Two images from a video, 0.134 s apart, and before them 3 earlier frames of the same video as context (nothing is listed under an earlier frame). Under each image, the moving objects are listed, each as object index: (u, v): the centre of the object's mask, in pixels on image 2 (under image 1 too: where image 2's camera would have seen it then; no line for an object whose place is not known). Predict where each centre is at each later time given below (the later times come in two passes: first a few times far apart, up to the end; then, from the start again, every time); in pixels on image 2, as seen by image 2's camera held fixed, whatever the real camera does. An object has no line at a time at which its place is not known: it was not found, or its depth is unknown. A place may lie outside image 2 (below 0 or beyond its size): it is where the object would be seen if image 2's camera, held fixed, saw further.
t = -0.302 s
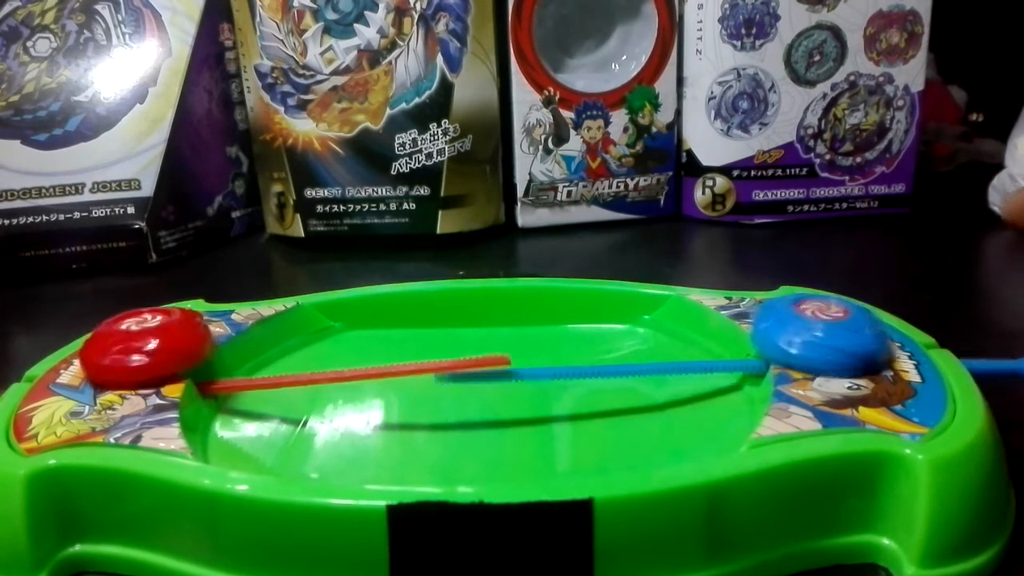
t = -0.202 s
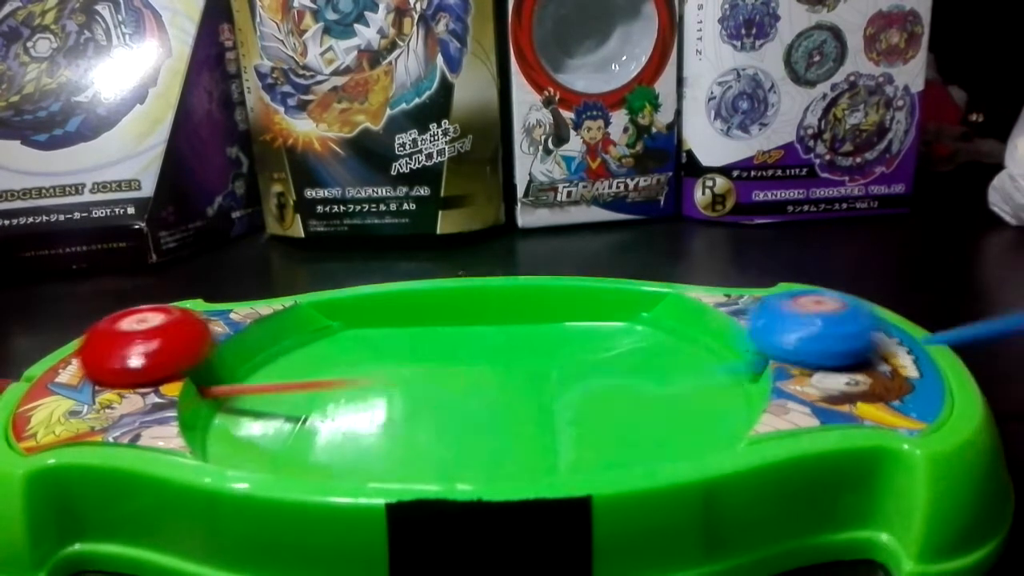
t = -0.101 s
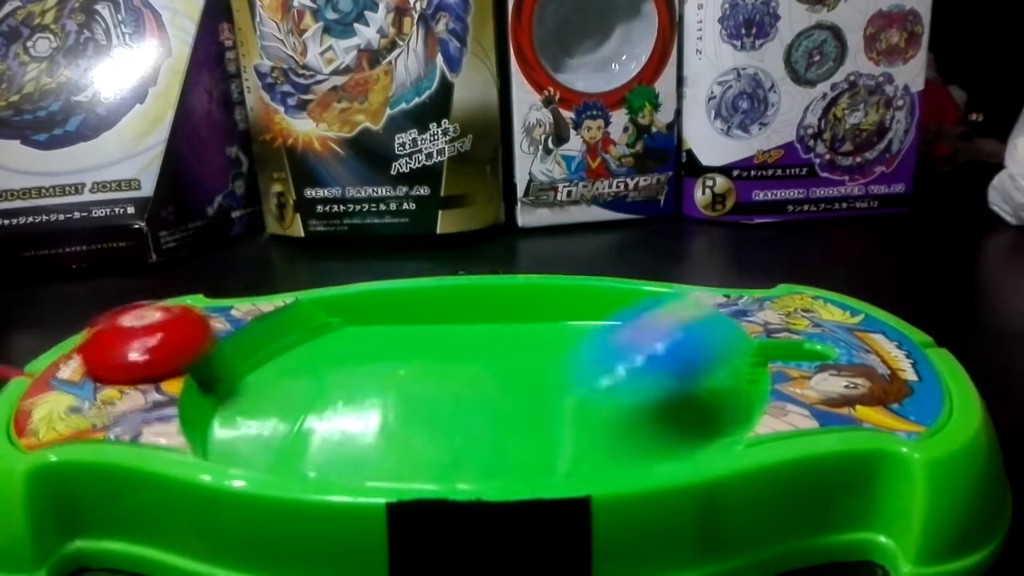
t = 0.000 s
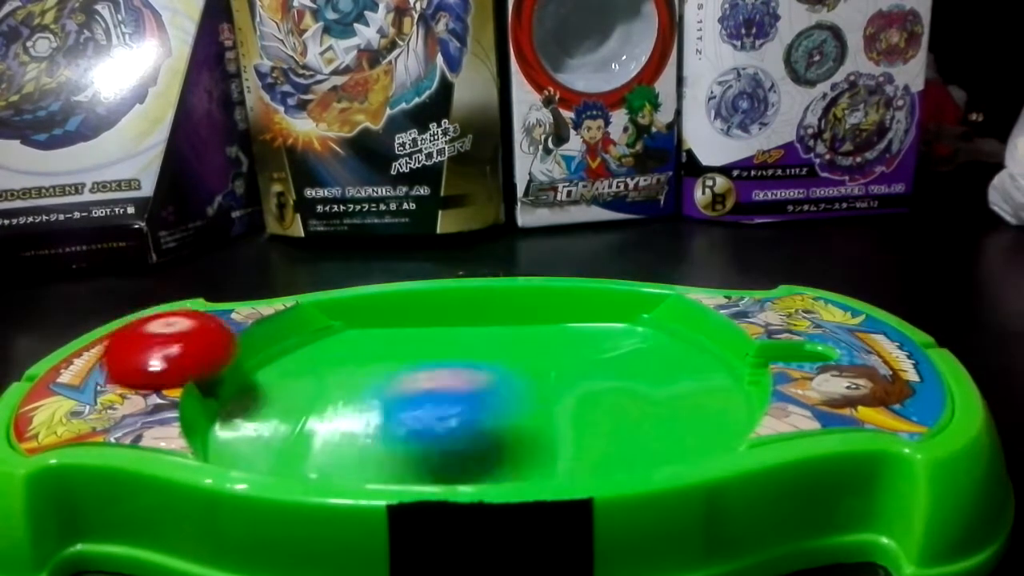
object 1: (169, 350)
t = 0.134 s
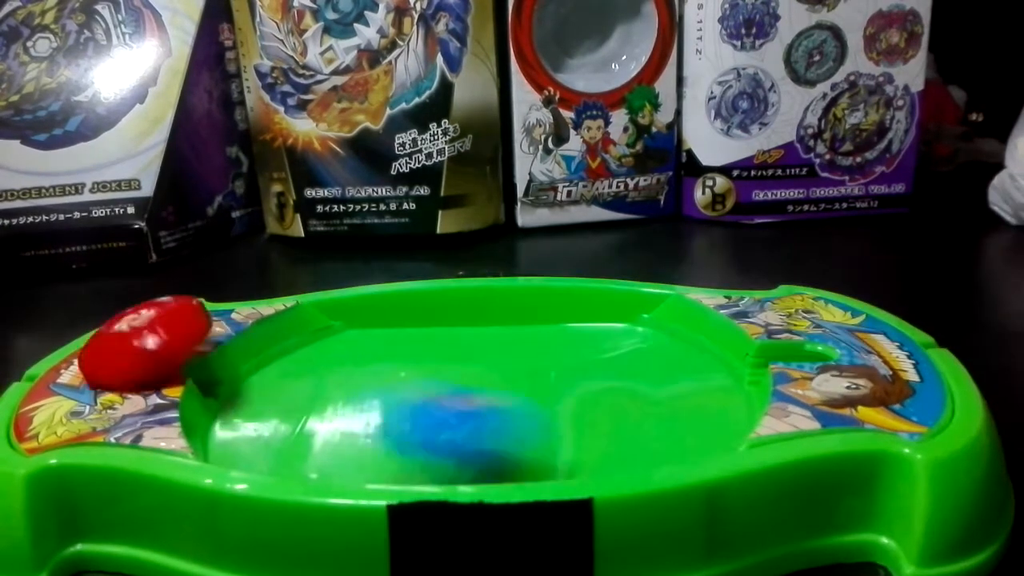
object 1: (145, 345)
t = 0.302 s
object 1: (183, 350)
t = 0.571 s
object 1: (292, 374)
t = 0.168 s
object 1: (152, 350)
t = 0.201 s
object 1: (167, 351)
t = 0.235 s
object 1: (175, 351)
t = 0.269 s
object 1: (180, 350)
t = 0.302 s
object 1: (183, 350)
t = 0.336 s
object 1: (186, 349)
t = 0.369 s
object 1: (187, 337)
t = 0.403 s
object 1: (242, 372)
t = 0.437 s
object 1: (233, 362)
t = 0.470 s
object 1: (253, 365)
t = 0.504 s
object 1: (271, 369)
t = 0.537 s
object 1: (284, 374)
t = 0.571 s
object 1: (292, 374)
